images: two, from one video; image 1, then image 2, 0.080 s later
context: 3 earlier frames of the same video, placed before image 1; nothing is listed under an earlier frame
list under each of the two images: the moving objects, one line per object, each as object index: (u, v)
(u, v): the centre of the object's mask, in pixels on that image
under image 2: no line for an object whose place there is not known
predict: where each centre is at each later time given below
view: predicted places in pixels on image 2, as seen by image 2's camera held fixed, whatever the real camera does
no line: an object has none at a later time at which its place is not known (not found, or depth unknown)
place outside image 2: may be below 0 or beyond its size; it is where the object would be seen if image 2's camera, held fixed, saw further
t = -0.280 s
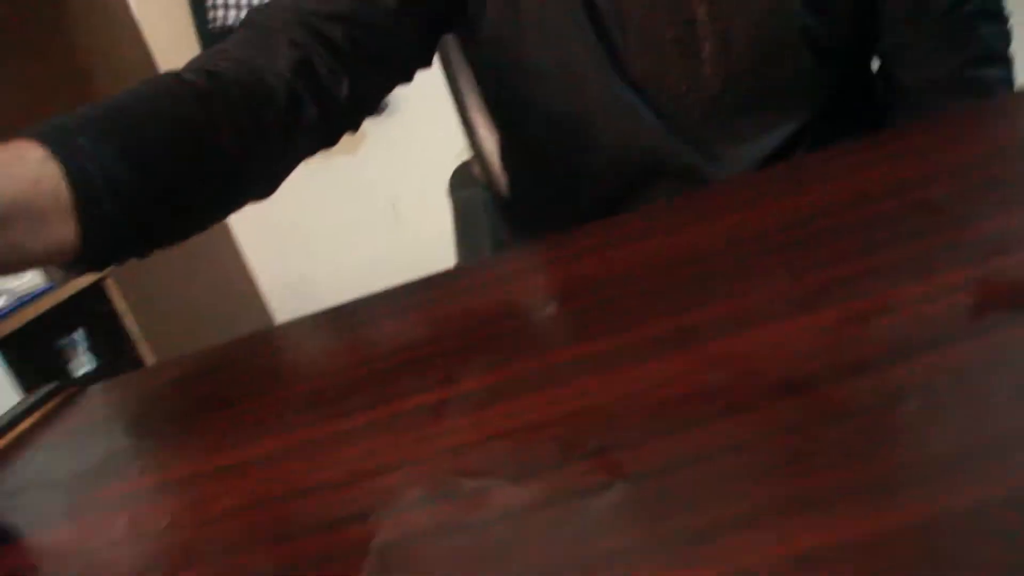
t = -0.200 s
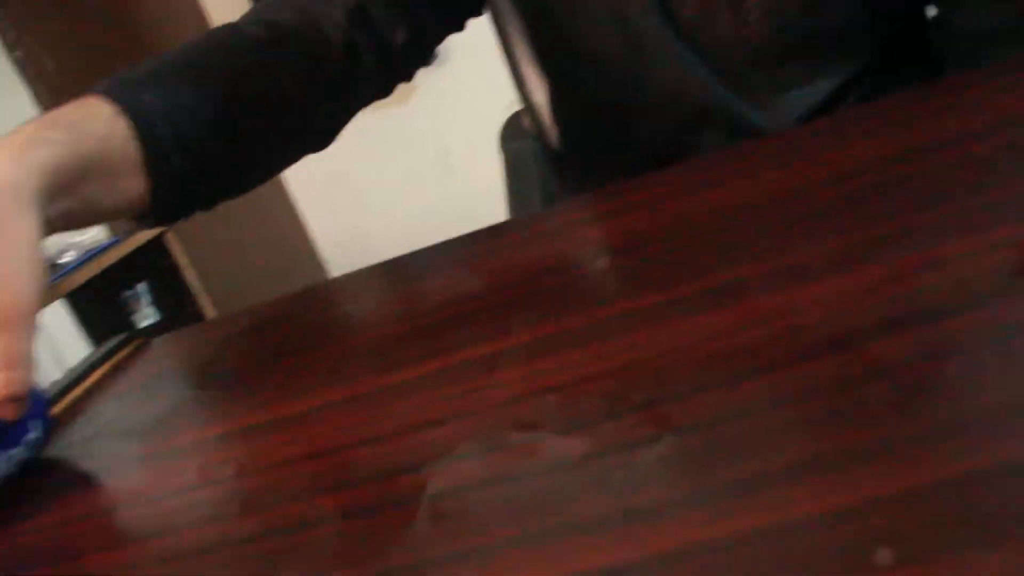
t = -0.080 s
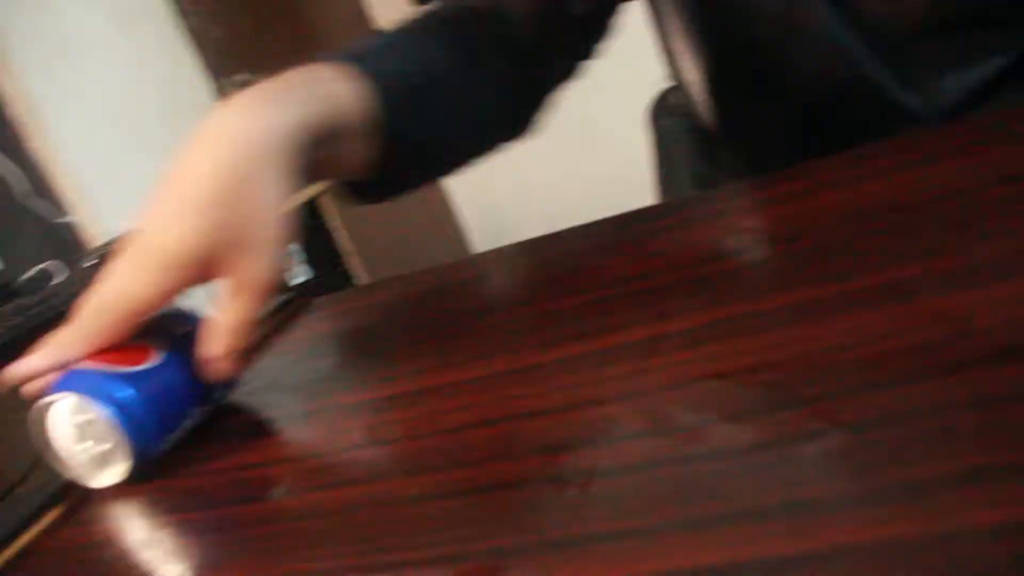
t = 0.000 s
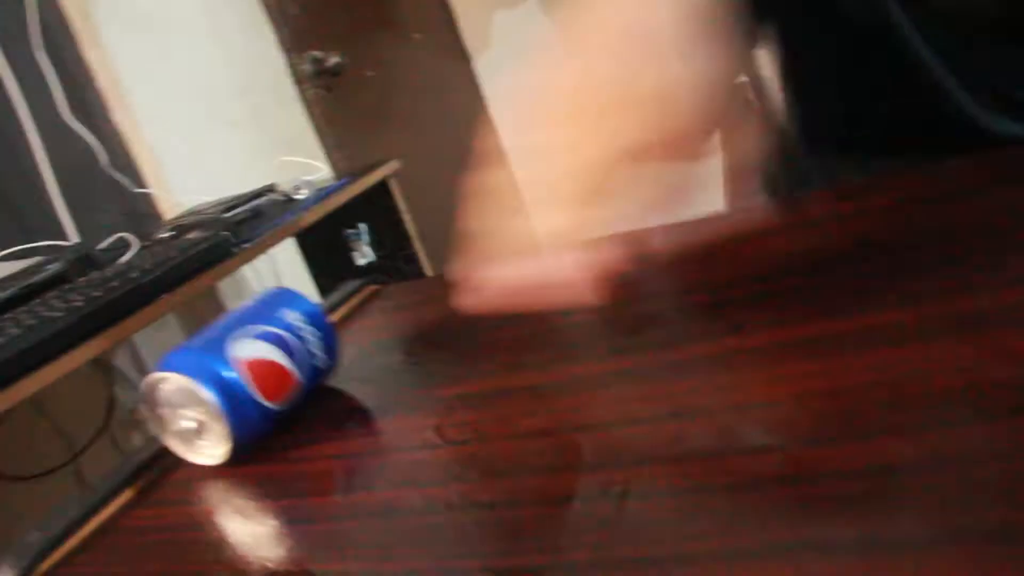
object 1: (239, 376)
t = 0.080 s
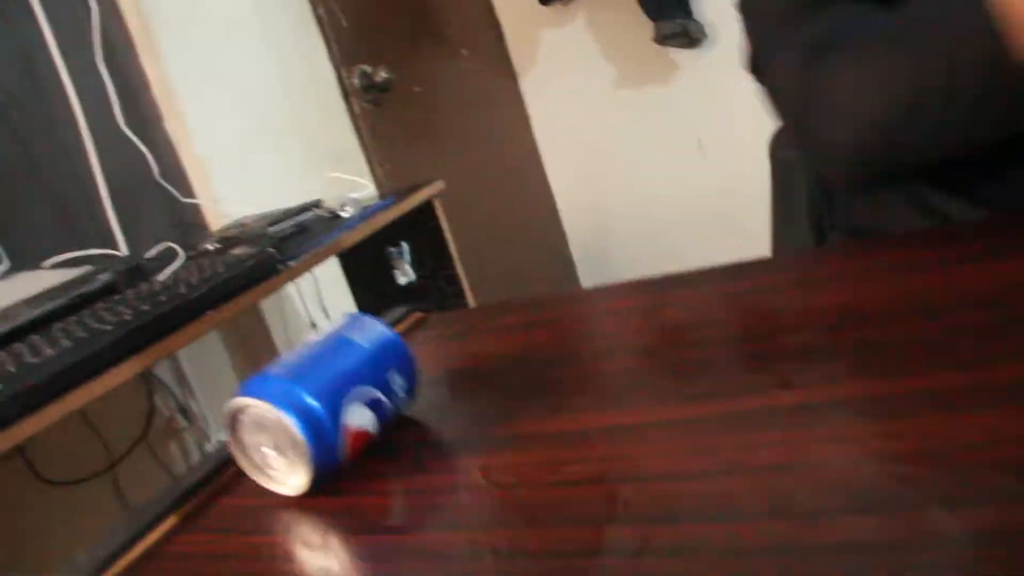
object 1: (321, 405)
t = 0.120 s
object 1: (339, 404)
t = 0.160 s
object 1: (357, 404)
